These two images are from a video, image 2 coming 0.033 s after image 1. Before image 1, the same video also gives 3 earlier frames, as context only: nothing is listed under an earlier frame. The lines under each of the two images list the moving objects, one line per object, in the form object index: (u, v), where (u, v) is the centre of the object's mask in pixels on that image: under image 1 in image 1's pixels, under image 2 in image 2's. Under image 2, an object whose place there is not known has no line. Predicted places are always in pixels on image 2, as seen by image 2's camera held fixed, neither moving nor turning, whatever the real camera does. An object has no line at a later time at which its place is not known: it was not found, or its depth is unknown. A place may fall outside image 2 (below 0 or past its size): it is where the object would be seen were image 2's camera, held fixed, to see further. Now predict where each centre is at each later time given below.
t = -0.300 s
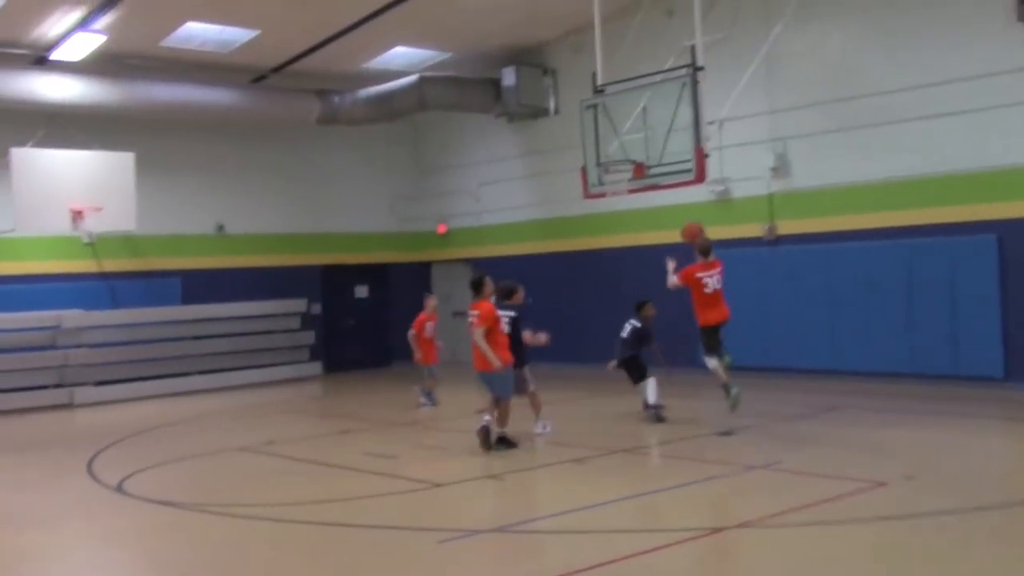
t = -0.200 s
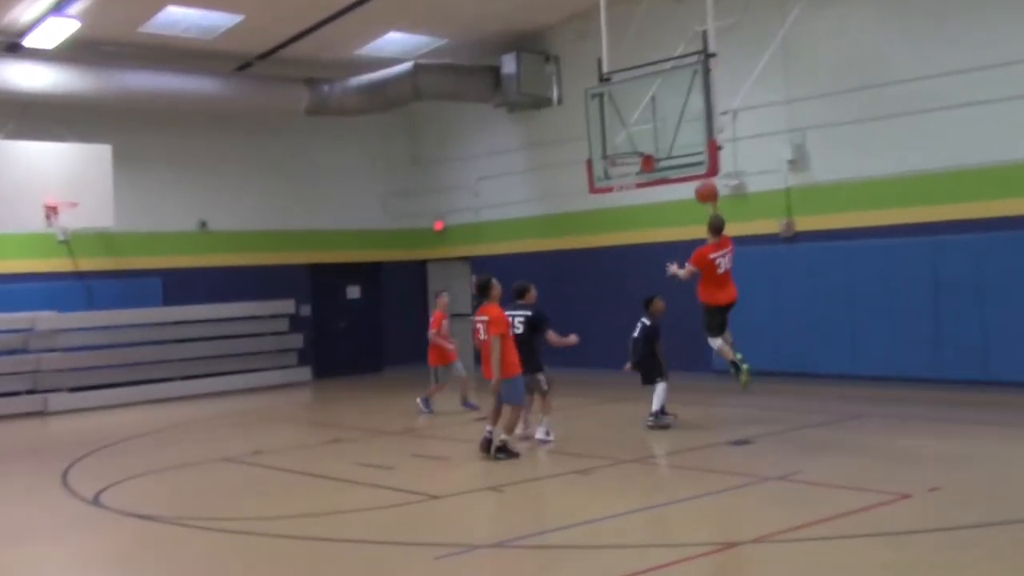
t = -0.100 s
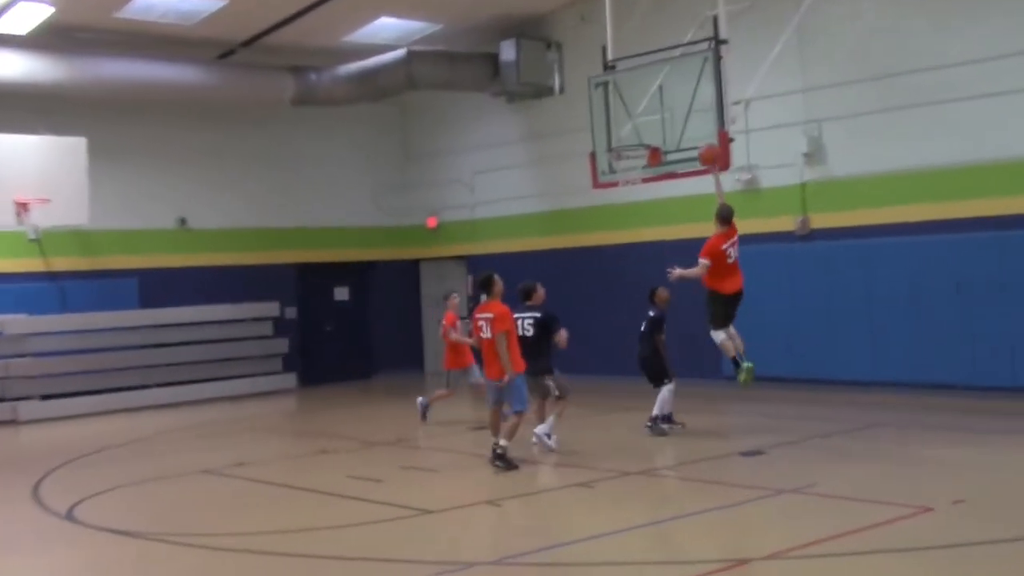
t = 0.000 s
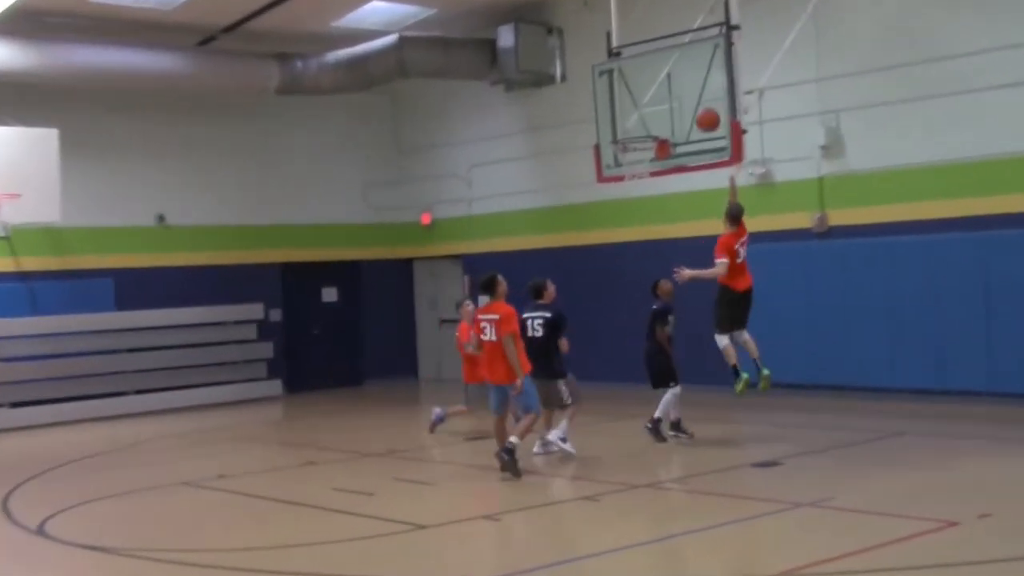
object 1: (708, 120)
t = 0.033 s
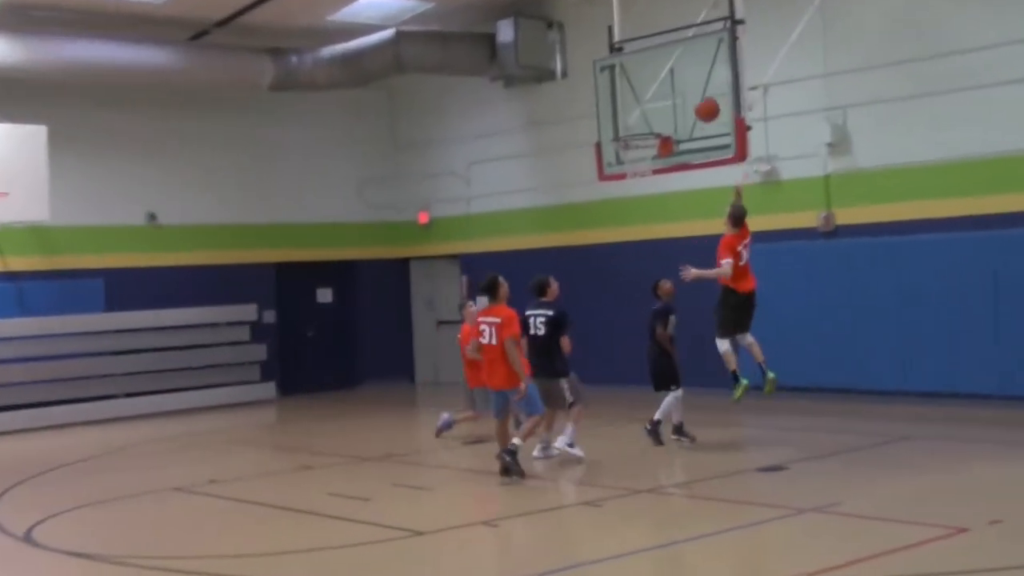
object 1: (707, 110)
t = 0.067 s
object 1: (703, 105)
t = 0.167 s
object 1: (691, 95)
